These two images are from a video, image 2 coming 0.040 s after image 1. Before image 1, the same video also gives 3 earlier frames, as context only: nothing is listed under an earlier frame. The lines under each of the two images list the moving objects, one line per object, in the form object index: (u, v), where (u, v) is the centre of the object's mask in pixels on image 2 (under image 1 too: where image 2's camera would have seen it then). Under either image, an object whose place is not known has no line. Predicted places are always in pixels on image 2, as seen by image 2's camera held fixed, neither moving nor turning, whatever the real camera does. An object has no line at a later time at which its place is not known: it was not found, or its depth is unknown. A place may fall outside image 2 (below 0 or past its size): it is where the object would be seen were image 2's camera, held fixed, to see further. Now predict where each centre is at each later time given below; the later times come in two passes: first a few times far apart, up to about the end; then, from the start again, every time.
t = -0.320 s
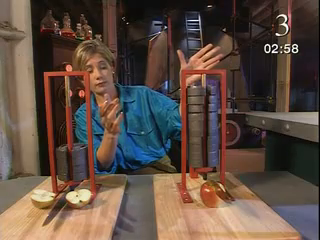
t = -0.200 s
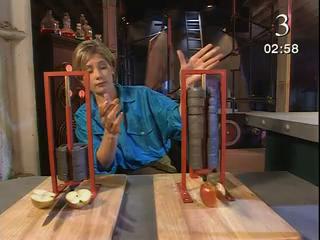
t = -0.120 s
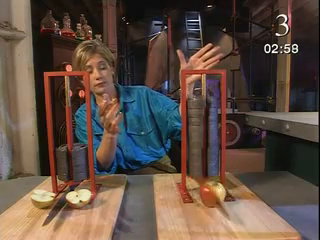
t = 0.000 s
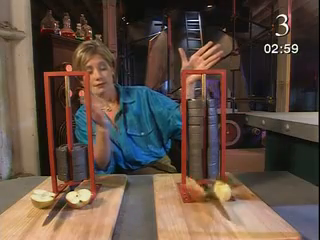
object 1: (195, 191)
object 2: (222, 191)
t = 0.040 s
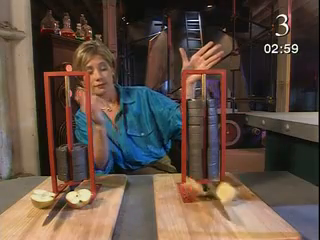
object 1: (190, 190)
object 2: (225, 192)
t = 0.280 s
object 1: (177, 190)
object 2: (251, 192)
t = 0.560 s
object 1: (181, 202)
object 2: (247, 192)
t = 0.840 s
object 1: (182, 196)
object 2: (228, 194)
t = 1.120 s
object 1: (182, 200)
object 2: (234, 195)
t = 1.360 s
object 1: (186, 199)
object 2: (228, 196)
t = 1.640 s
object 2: (234, 196)
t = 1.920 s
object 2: (230, 196)
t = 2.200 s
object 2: (233, 197)
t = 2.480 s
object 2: (233, 196)
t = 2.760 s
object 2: (232, 196)
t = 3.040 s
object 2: (233, 196)
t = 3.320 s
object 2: (230, 196)
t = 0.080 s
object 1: (186, 190)
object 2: (230, 194)
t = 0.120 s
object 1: (183, 189)
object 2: (236, 194)
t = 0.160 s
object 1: (182, 189)
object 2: (242, 194)
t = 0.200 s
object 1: (180, 189)
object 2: (244, 193)
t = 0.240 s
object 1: (179, 189)
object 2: (248, 193)
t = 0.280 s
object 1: (177, 190)
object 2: (251, 192)
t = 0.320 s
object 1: (176, 190)
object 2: (253, 192)
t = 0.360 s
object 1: (176, 191)
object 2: (254, 192)
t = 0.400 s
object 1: (175, 194)
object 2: (253, 192)
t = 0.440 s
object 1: (174, 197)
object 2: (253, 192)
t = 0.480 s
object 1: (174, 197)
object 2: (252, 192)
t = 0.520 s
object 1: (177, 201)
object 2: (249, 192)
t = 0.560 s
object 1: (181, 202)
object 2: (247, 192)
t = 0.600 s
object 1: (186, 202)
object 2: (246, 192)
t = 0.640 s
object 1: (189, 200)
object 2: (244, 192)
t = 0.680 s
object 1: (191, 198)
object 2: (241, 193)
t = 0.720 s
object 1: (190, 197)
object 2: (238, 193)
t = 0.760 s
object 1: (188, 198)
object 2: (233, 194)
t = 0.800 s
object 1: (185, 197)
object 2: (229, 194)
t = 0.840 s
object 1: (182, 196)
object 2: (228, 194)
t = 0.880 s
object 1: (180, 196)
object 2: (228, 195)
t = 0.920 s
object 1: (179, 197)
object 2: (229, 196)
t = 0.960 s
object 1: (179, 198)
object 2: (232, 196)
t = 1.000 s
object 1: (179, 199)
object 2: (235, 195)
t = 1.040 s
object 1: (180, 200)
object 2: (235, 195)
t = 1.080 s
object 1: (181, 201)
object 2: (235, 195)
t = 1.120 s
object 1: (182, 200)
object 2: (234, 195)
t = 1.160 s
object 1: (182, 200)
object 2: (233, 195)
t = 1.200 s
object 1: (184, 199)
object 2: (233, 196)
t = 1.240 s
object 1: (185, 199)
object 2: (232, 196)
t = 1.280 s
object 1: (184, 197)
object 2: (230, 196)
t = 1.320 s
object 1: (185, 197)
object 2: (229, 196)
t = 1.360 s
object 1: (186, 199)
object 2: (228, 196)
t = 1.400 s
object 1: (184, 199)
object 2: (229, 196)
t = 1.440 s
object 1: (183, 200)
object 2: (230, 196)
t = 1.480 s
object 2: (230, 196)
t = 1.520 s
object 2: (234, 196)
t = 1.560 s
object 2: (235, 196)
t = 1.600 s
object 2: (235, 196)
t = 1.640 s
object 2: (234, 196)
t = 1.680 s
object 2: (233, 196)
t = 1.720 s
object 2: (231, 196)
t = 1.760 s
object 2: (231, 196)
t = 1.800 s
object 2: (229, 196)
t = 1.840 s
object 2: (229, 196)
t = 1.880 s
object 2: (229, 196)
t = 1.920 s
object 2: (230, 196)
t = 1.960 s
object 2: (232, 196)
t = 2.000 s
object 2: (234, 197)
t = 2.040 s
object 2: (234, 196)
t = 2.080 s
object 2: (235, 196)
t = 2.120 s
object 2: (235, 196)
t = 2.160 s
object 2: (235, 196)
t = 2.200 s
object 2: (233, 197)
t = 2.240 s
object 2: (231, 196)
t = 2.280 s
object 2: (229, 196)
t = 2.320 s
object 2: (229, 196)
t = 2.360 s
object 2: (229, 196)
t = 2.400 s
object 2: (230, 196)
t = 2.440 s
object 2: (233, 196)
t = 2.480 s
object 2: (233, 196)
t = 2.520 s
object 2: (234, 196)
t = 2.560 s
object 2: (234, 196)
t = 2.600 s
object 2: (235, 196)
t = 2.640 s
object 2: (234, 196)
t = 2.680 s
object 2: (235, 196)
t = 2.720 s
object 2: (233, 196)
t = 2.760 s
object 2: (232, 196)
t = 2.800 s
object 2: (230, 196)
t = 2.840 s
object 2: (229, 196)
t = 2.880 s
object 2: (229, 196)
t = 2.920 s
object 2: (230, 196)
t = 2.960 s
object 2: (231, 196)
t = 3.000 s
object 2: (233, 197)
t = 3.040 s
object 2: (233, 196)
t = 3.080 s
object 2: (234, 196)
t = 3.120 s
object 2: (234, 196)
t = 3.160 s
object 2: (233, 196)
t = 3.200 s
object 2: (233, 196)
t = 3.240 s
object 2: (232, 196)
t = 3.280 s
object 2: (231, 196)
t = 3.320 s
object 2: (230, 196)
